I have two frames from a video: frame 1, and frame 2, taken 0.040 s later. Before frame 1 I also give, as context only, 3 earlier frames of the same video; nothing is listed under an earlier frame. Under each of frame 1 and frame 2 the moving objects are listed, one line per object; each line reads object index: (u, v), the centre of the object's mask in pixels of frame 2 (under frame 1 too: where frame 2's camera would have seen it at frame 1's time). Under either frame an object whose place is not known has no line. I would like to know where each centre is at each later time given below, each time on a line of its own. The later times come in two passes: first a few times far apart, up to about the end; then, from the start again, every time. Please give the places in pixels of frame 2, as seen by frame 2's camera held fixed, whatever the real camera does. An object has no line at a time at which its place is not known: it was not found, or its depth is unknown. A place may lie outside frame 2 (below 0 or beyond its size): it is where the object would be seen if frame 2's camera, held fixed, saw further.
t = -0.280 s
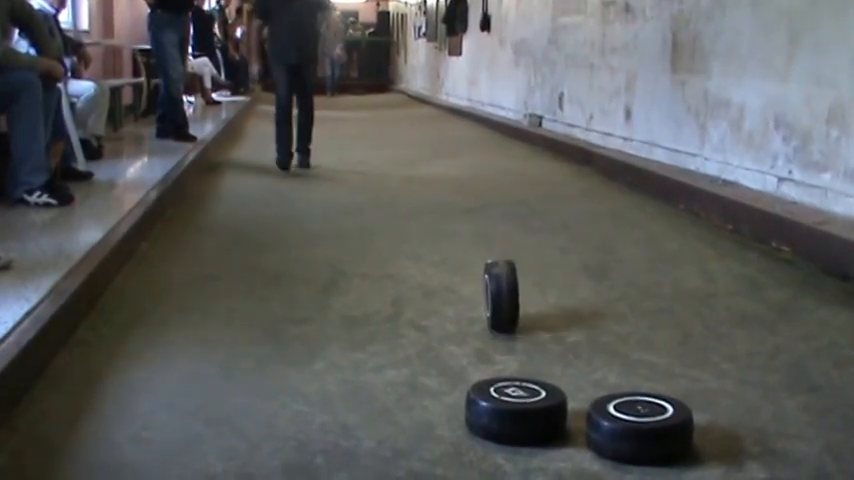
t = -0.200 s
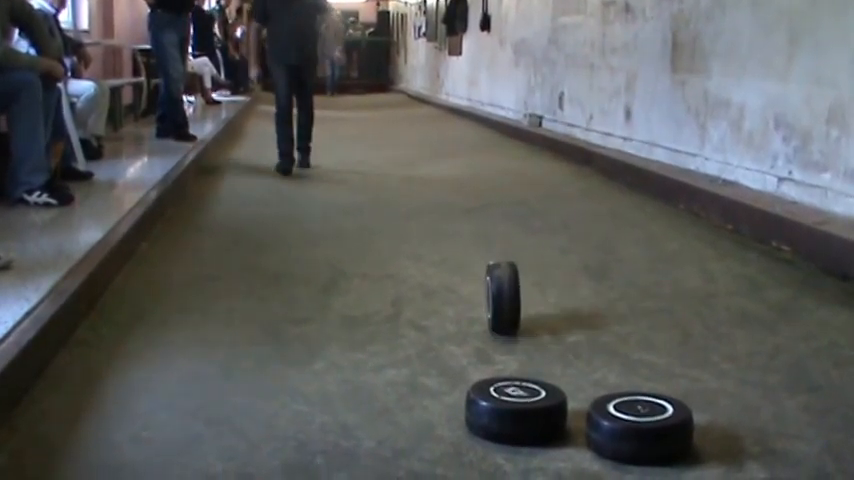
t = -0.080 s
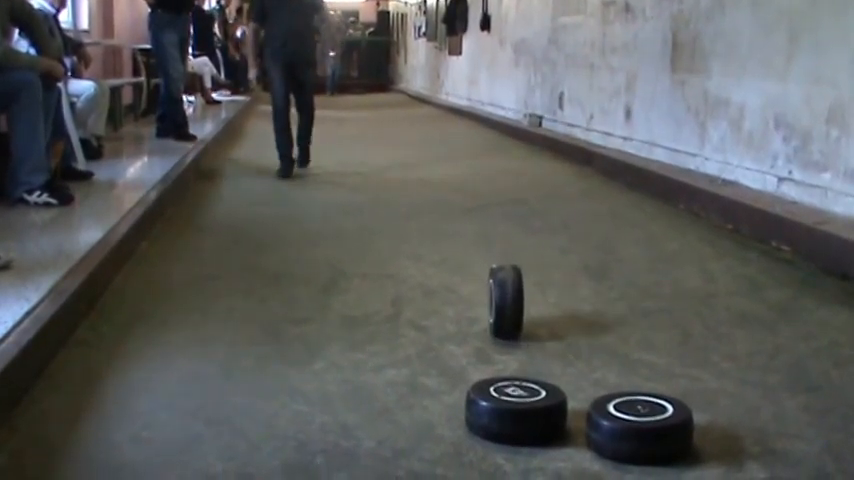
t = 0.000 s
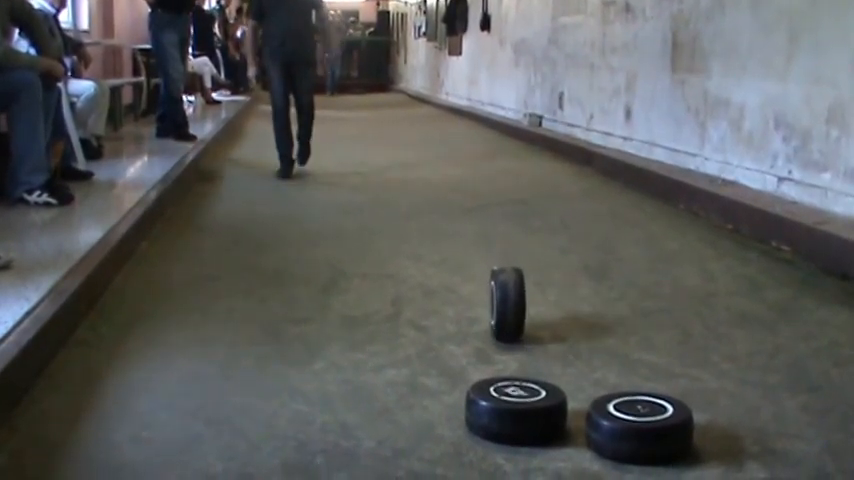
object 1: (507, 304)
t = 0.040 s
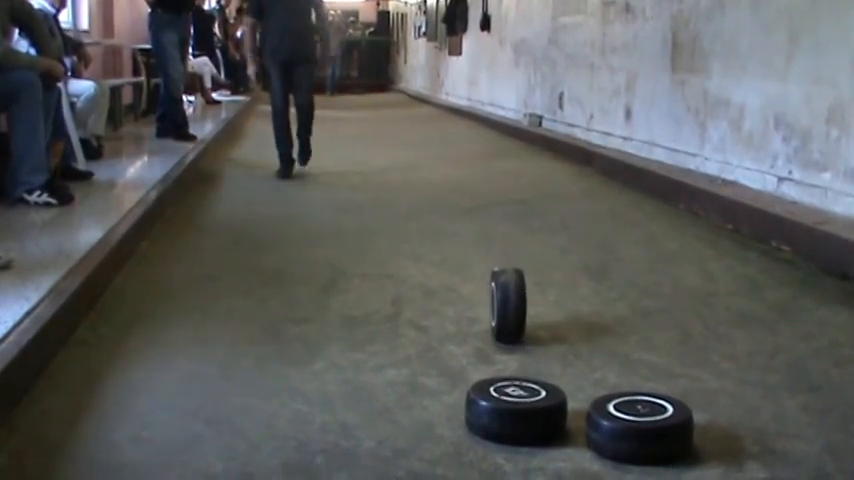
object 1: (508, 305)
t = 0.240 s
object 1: (509, 312)
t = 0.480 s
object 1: (512, 319)
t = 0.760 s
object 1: (521, 331)
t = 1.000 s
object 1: (531, 339)
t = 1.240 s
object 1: (542, 347)
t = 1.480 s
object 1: (557, 356)
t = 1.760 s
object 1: (574, 368)
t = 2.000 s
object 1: (574, 368)
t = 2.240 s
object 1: (574, 368)
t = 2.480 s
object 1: (574, 367)
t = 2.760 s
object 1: (575, 366)
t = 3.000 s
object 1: (575, 367)
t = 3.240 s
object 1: (575, 367)
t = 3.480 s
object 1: (575, 366)
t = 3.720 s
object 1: (574, 366)
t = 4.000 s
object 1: (574, 366)
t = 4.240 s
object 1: (575, 366)
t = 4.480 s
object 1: (575, 366)
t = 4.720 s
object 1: (575, 367)
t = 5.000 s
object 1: (575, 366)
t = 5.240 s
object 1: (574, 366)
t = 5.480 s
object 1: (574, 366)
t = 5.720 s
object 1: (574, 366)
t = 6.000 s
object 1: (573, 367)
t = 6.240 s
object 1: (572, 367)
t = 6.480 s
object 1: (572, 367)
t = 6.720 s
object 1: (572, 367)
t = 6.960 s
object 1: (572, 366)
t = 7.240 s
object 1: (572, 365)
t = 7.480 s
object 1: (572, 366)
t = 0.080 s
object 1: (508, 306)
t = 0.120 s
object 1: (508, 308)
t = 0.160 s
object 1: (509, 309)
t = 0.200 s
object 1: (509, 310)
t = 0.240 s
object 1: (509, 312)
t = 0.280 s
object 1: (510, 313)
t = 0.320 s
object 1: (510, 314)
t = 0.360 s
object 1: (511, 316)
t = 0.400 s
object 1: (511, 317)
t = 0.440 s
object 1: (512, 318)
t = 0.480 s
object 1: (512, 319)
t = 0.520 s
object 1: (513, 321)
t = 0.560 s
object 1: (514, 322)
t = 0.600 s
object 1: (515, 324)
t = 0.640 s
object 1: (516, 326)
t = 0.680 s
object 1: (517, 327)
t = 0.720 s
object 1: (519, 329)
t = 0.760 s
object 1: (521, 331)
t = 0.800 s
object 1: (522, 332)
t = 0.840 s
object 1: (524, 334)
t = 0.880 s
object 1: (526, 335)
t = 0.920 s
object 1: (527, 337)
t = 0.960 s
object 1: (530, 338)
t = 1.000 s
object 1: (531, 339)
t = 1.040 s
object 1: (533, 341)
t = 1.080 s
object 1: (535, 342)
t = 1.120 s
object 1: (537, 343)
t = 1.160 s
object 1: (538, 345)
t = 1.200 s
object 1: (541, 345)
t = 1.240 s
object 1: (542, 347)
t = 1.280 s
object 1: (544, 349)
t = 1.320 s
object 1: (547, 350)
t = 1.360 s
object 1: (549, 351)
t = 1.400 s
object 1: (552, 352)
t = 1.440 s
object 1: (555, 354)
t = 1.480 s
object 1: (557, 356)
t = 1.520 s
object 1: (560, 358)
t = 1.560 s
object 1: (563, 359)
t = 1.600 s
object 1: (566, 361)
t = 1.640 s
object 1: (568, 363)
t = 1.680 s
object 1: (570, 365)
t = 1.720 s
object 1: (572, 366)
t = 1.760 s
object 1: (574, 368)
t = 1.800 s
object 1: (575, 368)
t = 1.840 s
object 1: (574, 368)
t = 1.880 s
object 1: (574, 368)
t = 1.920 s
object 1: (574, 368)
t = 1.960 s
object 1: (574, 367)
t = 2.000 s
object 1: (574, 368)
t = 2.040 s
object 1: (574, 368)
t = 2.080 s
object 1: (574, 367)
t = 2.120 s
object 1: (574, 368)
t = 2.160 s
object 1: (574, 368)
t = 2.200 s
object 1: (575, 368)
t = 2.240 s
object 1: (574, 368)
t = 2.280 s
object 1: (575, 367)
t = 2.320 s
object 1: (574, 367)
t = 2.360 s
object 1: (574, 367)
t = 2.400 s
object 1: (574, 367)
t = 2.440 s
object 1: (574, 367)
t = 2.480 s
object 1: (574, 367)
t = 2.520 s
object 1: (574, 367)
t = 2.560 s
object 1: (574, 368)
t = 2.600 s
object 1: (574, 367)
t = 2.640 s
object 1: (575, 366)
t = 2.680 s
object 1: (574, 367)
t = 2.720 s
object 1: (574, 367)
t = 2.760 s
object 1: (575, 366)
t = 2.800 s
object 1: (574, 367)
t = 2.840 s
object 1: (575, 367)
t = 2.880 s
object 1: (575, 367)
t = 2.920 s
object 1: (575, 367)
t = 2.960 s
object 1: (575, 367)
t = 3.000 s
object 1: (575, 367)
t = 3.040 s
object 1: (575, 367)
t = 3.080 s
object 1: (575, 367)
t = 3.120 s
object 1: (575, 367)
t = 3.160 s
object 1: (575, 367)
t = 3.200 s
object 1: (575, 367)
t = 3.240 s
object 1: (575, 367)
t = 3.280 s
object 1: (575, 367)
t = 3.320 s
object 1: (574, 367)
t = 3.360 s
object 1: (574, 367)
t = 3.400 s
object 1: (575, 367)
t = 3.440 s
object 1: (575, 367)
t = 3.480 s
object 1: (575, 366)
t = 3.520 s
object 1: (575, 366)
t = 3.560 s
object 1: (574, 366)
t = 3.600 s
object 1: (574, 366)
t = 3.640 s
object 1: (574, 366)
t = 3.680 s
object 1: (574, 366)
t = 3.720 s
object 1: (574, 366)
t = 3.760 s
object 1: (574, 366)
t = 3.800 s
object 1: (575, 366)
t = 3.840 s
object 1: (575, 366)
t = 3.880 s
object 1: (575, 366)
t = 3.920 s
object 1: (575, 366)
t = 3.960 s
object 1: (575, 366)
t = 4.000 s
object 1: (574, 366)
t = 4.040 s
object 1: (575, 366)
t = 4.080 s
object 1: (574, 366)
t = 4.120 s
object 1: (575, 366)
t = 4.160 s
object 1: (575, 366)
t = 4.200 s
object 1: (575, 366)
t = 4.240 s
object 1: (575, 366)
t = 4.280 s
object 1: (575, 366)
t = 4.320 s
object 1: (575, 366)
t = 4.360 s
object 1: (575, 366)
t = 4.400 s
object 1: (575, 366)
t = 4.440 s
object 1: (575, 366)
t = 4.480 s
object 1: (575, 366)
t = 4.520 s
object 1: (575, 366)
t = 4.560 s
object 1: (575, 366)
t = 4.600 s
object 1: (575, 366)
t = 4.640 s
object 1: (575, 366)
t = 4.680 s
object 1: (575, 366)
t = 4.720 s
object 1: (575, 367)
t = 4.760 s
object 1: (575, 367)
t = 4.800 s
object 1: (575, 367)
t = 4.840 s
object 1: (575, 366)
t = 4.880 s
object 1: (575, 365)
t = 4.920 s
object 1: (575, 367)
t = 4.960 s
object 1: (575, 365)
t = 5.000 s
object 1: (575, 366)
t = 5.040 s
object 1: (575, 366)
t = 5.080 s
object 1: (574, 365)
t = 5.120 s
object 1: (574, 366)
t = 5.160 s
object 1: (574, 366)
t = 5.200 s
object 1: (574, 366)
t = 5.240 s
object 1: (574, 366)
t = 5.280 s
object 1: (574, 366)
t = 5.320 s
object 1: (574, 366)
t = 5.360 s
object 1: (574, 366)
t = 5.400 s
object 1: (574, 366)
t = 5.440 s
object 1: (574, 366)
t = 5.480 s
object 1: (574, 366)
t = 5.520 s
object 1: (574, 366)
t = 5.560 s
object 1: (573, 366)
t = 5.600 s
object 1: (574, 366)
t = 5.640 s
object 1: (573, 366)
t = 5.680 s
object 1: (573, 366)
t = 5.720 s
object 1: (574, 366)
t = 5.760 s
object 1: (573, 366)
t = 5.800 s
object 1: (573, 366)
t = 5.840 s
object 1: (573, 367)
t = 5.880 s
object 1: (573, 366)
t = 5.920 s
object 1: (573, 366)
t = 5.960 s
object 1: (573, 367)
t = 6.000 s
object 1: (573, 367)
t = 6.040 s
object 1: (572, 367)
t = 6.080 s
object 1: (572, 367)
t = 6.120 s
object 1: (572, 367)
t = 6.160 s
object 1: (572, 367)
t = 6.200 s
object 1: (572, 367)
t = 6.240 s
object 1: (572, 367)
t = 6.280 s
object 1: (572, 367)
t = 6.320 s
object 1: (572, 367)
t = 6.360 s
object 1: (572, 367)
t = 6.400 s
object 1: (572, 367)
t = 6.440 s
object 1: (572, 367)
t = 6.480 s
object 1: (572, 367)
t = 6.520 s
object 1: (572, 367)
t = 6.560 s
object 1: (572, 367)
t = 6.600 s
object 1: (572, 367)
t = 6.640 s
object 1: (572, 367)
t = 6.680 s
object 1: (572, 367)
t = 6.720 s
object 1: (572, 367)
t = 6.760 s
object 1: (572, 366)
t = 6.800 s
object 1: (572, 366)
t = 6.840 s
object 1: (572, 366)
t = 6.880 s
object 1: (572, 367)
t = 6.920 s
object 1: (572, 366)
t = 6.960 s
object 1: (572, 366)
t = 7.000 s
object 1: (572, 366)
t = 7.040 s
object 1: (572, 366)
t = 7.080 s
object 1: (572, 366)
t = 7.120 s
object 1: (572, 366)
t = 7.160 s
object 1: (572, 365)
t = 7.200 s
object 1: (572, 365)
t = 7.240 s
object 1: (572, 365)
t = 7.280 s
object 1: (572, 365)
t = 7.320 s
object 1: (572, 365)
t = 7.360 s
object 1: (572, 366)
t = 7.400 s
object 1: (572, 365)
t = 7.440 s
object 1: (572, 365)
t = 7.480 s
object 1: (572, 366)
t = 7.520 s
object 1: (572, 365)
